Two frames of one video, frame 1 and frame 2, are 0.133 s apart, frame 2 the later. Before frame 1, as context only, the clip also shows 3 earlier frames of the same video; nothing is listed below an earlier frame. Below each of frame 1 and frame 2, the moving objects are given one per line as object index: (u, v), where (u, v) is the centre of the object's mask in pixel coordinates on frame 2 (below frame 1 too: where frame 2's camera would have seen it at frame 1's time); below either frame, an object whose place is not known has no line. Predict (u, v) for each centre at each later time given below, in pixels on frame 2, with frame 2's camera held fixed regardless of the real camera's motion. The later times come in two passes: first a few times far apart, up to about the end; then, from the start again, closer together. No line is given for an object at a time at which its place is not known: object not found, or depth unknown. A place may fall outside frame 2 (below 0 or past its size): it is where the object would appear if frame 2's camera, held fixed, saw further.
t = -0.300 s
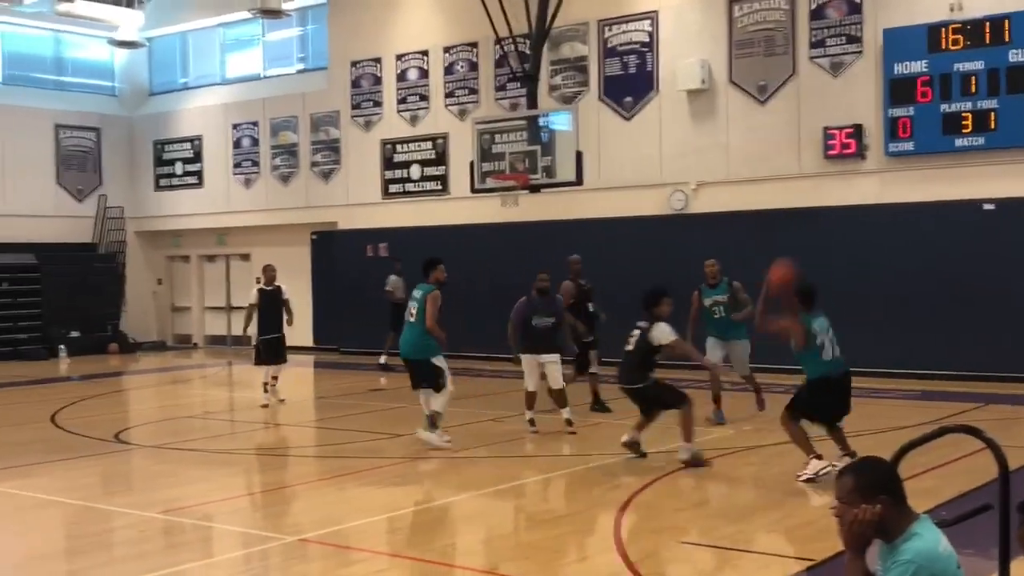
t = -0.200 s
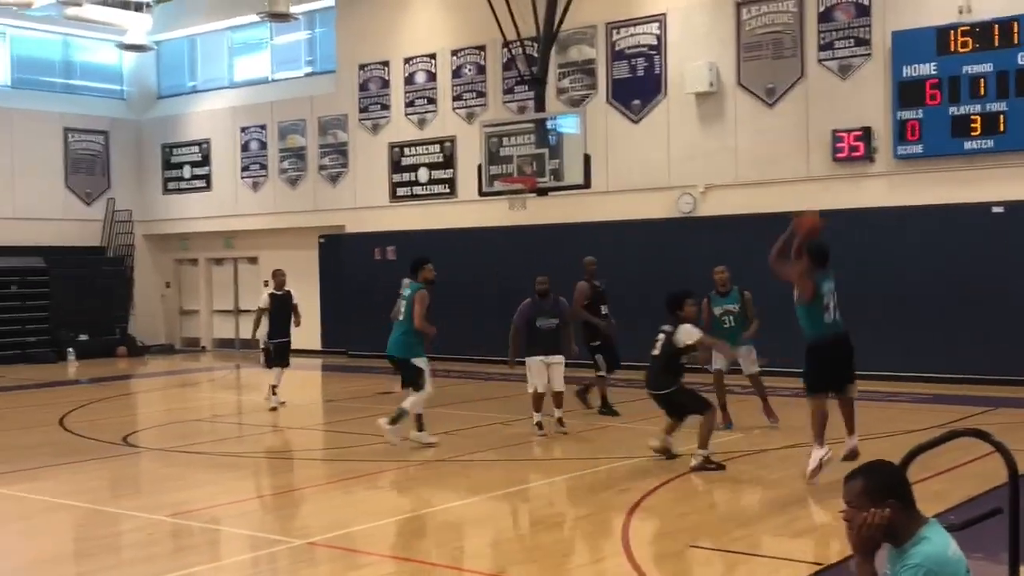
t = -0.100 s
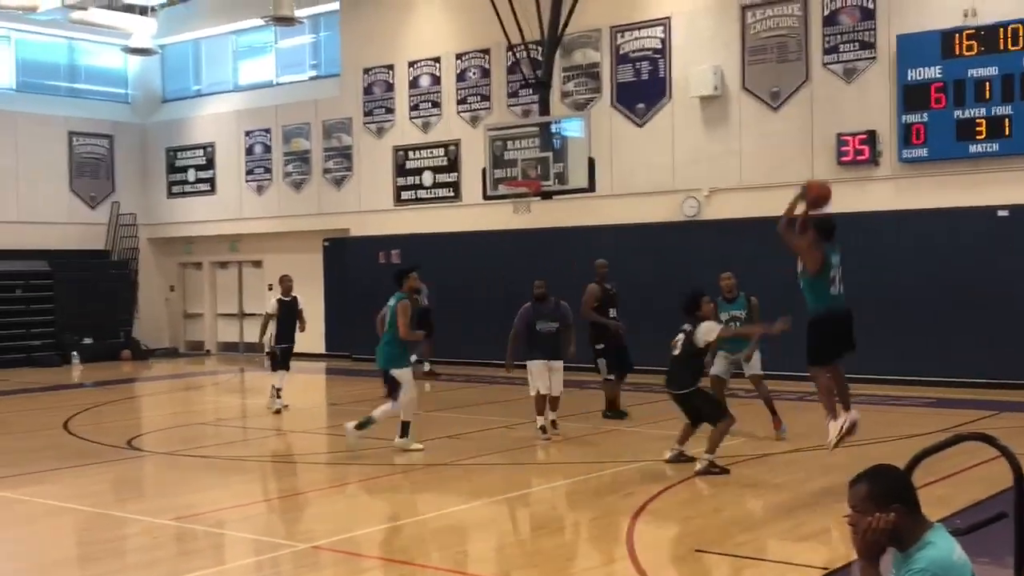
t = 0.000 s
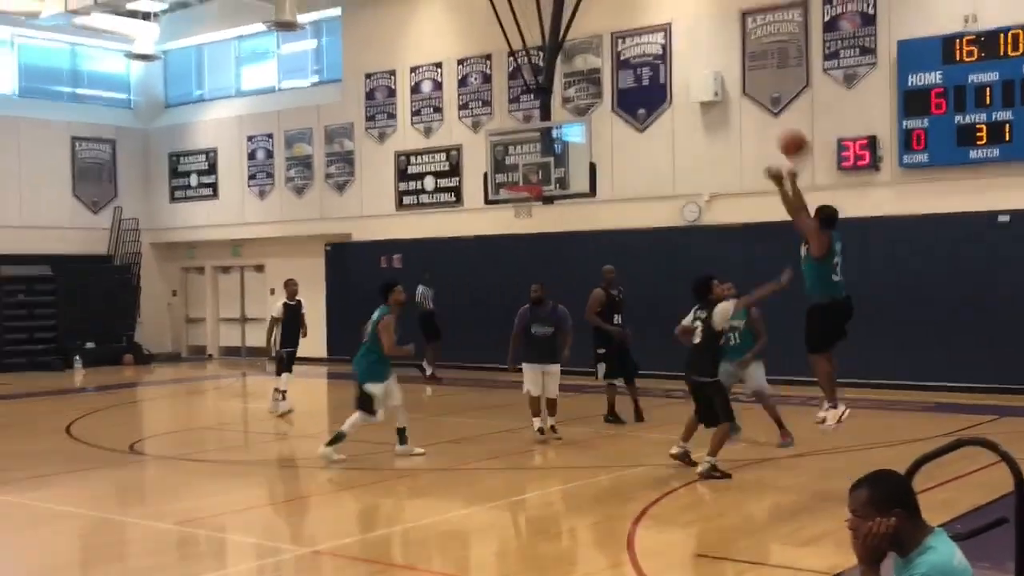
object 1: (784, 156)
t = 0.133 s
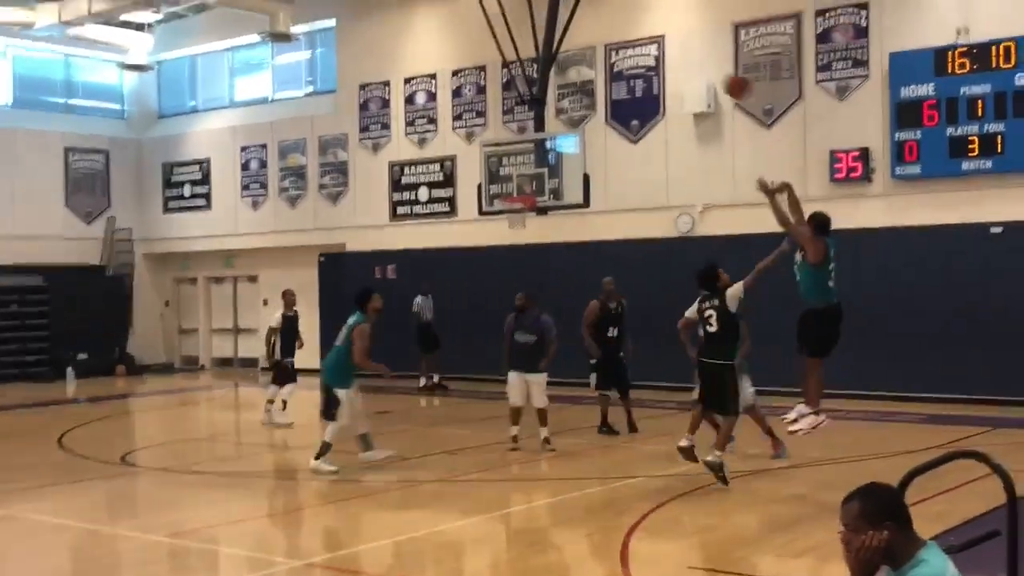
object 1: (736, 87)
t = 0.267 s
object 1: (694, 40)
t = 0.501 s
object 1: (633, 13)
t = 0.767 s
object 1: (579, 42)
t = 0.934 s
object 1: (551, 82)
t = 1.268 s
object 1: (511, 206)
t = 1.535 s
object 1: (513, 231)
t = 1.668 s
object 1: (518, 255)
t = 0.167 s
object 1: (726, 72)
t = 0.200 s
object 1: (715, 60)
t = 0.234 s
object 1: (704, 49)
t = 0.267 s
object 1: (694, 40)
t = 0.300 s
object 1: (684, 33)
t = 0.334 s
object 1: (675, 27)
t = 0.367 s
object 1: (665, 22)
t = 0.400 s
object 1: (657, 18)
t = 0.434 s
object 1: (649, 15)
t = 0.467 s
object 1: (640, 14)
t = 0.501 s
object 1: (633, 13)
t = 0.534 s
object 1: (626, 14)
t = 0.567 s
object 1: (618, 15)
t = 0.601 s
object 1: (611, 18)
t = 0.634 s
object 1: (604, 21)
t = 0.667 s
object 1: (598, 25)
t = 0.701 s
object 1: (591, 30)
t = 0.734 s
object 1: (585, 35)
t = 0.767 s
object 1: (579, 42)
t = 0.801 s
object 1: (572, 49)
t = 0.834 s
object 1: (567, 56)
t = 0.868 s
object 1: (560, 64)
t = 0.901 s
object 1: (555, 73)
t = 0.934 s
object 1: (551, 82)
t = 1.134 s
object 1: (524, 150)
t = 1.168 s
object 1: (523, 163)
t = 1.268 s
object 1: (511, 206)
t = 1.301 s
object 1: (508, 214)
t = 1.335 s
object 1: (507, 215)
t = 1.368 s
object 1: (508, 215)
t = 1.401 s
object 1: (508, 216)
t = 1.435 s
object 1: (509, 218)
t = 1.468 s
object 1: (510, 220)
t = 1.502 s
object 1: (512, 226)
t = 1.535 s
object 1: (513, 231)
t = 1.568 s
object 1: (514, 235)
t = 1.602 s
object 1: (515, 242)
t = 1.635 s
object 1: (517, 250)
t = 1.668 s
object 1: (518, 255)
